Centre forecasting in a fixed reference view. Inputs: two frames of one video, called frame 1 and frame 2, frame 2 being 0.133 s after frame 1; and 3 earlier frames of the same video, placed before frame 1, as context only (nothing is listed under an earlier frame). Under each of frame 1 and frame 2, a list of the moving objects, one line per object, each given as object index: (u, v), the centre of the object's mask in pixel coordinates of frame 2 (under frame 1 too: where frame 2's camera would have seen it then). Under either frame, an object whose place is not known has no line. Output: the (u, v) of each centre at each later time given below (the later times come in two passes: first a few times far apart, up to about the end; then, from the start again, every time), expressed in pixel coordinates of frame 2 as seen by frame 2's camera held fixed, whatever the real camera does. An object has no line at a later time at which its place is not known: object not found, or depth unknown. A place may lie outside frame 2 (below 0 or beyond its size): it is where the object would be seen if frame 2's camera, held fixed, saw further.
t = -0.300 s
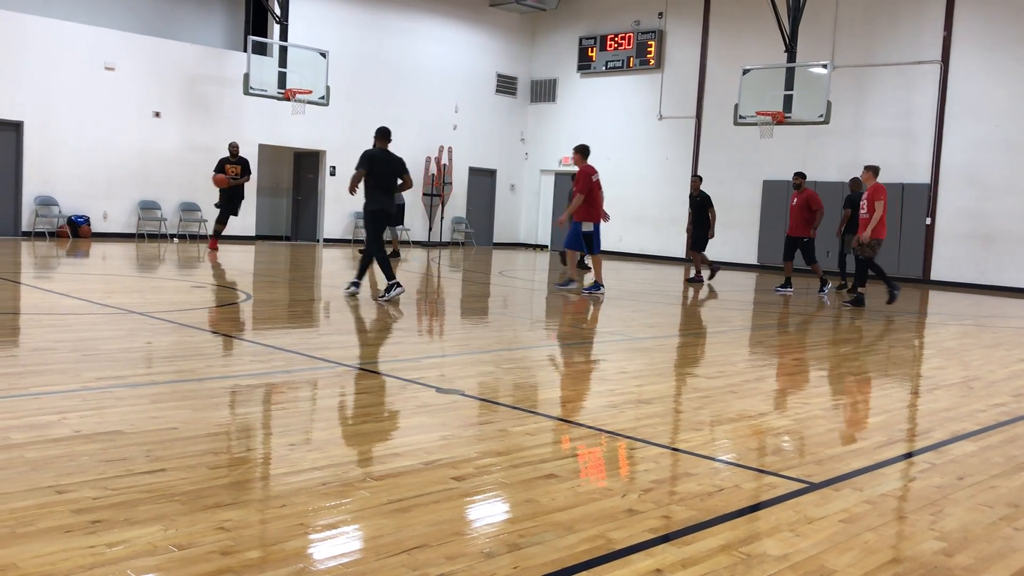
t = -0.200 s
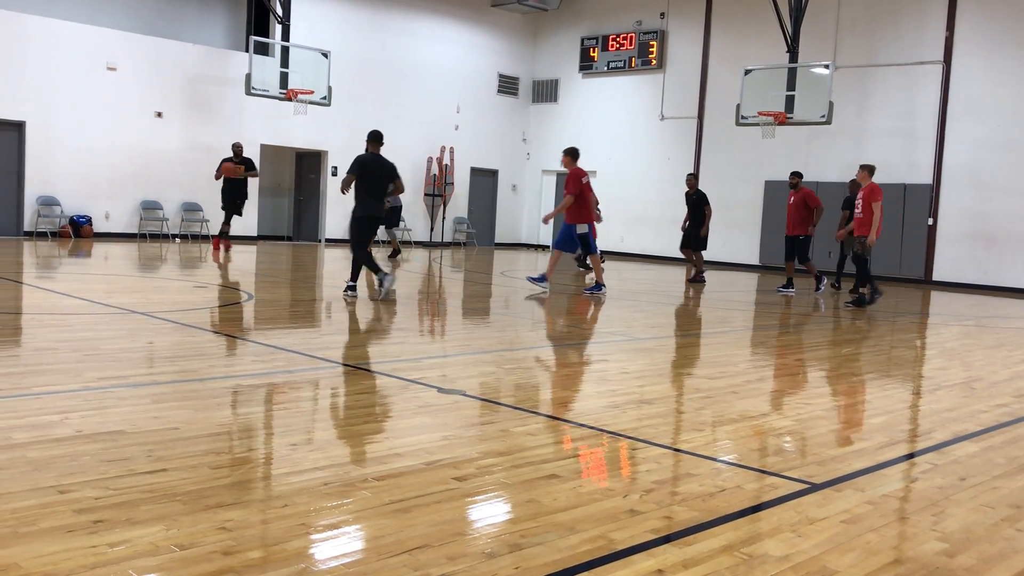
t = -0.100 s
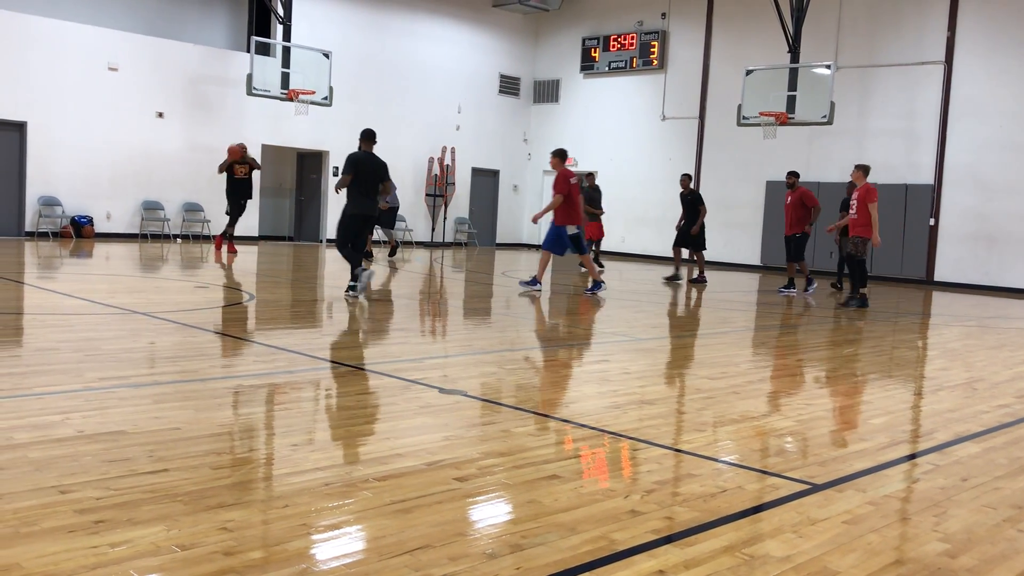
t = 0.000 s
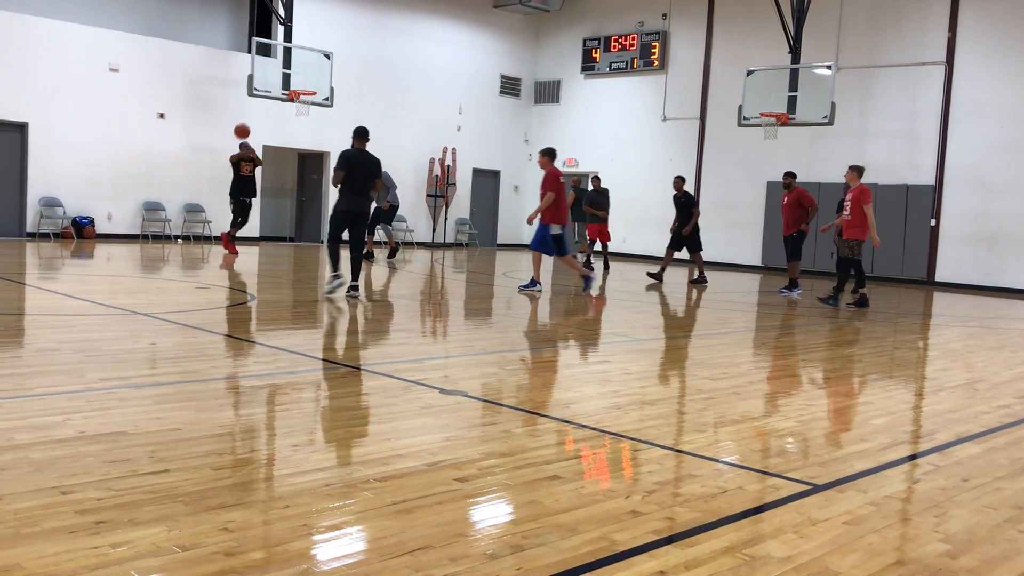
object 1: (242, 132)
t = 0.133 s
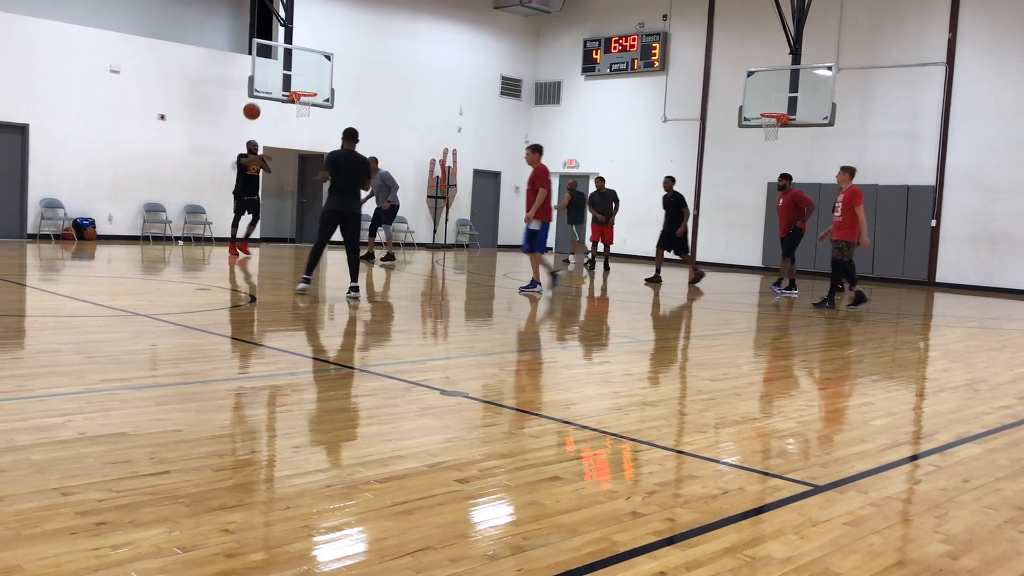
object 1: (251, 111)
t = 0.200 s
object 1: (256, 104)
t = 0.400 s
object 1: (270, 99)
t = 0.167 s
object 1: (254, 107)
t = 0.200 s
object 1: (256, 104)
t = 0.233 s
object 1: (259, 101)
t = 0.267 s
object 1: (261, 99)
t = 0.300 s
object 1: (263, 98)
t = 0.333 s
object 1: (265, 98)
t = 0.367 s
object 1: (268, 98)
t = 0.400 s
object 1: (270, 99)
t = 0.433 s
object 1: (273, 101)
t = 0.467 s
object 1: (276, 104)
